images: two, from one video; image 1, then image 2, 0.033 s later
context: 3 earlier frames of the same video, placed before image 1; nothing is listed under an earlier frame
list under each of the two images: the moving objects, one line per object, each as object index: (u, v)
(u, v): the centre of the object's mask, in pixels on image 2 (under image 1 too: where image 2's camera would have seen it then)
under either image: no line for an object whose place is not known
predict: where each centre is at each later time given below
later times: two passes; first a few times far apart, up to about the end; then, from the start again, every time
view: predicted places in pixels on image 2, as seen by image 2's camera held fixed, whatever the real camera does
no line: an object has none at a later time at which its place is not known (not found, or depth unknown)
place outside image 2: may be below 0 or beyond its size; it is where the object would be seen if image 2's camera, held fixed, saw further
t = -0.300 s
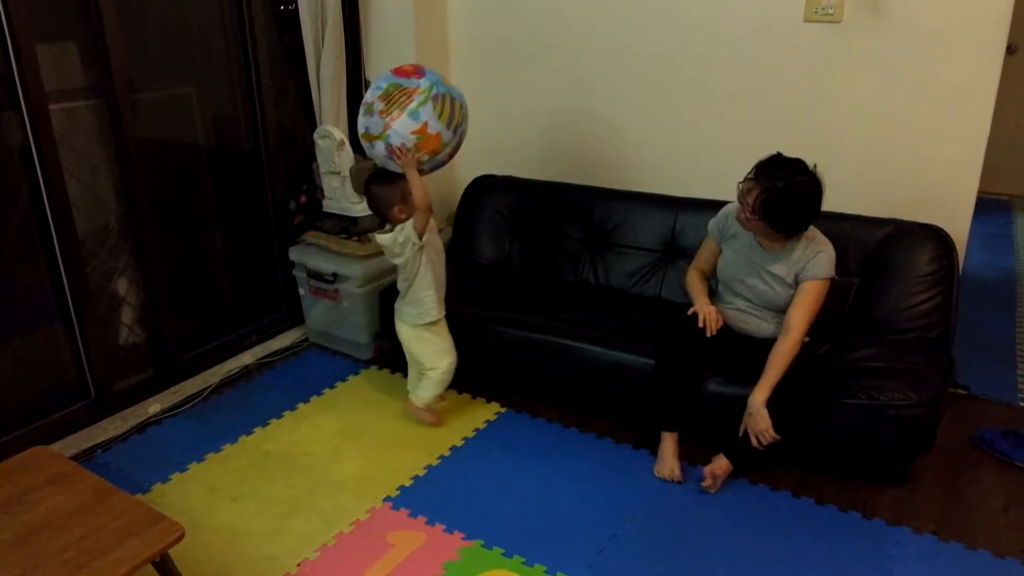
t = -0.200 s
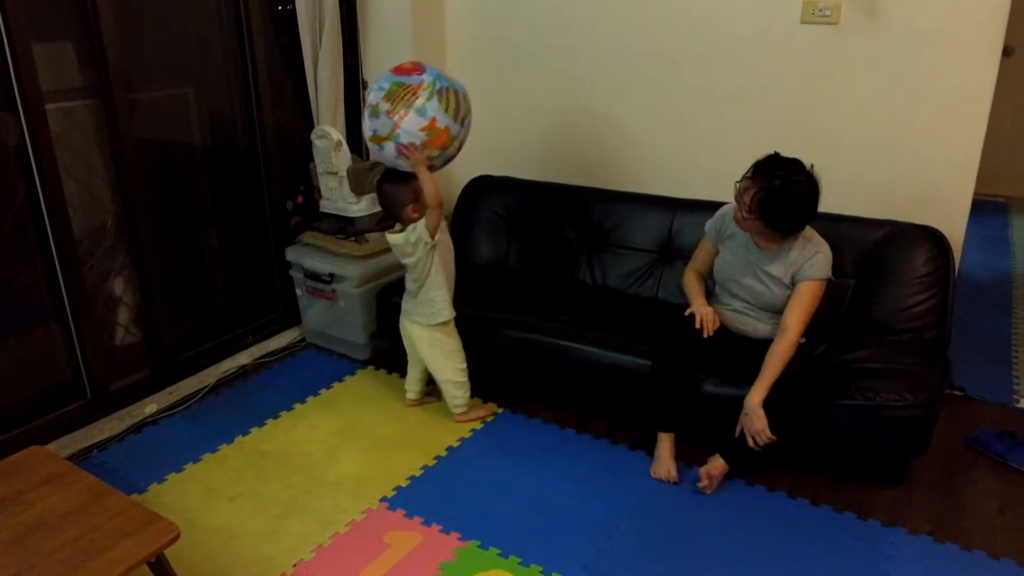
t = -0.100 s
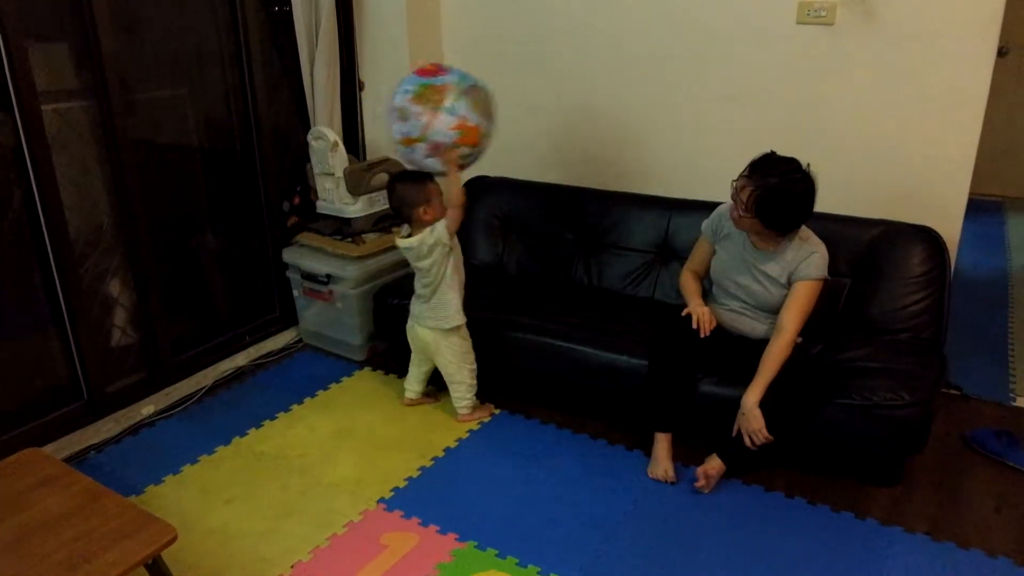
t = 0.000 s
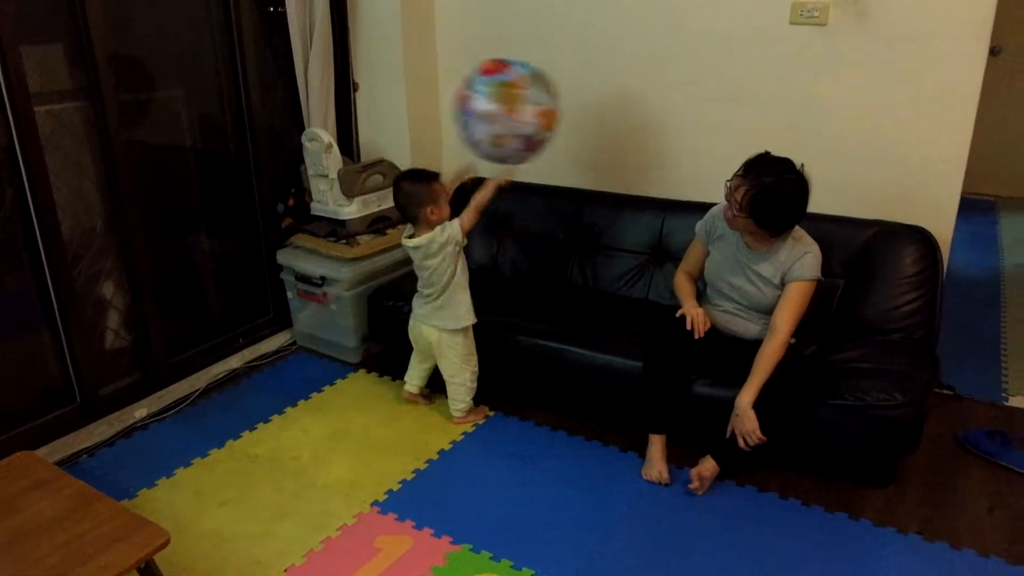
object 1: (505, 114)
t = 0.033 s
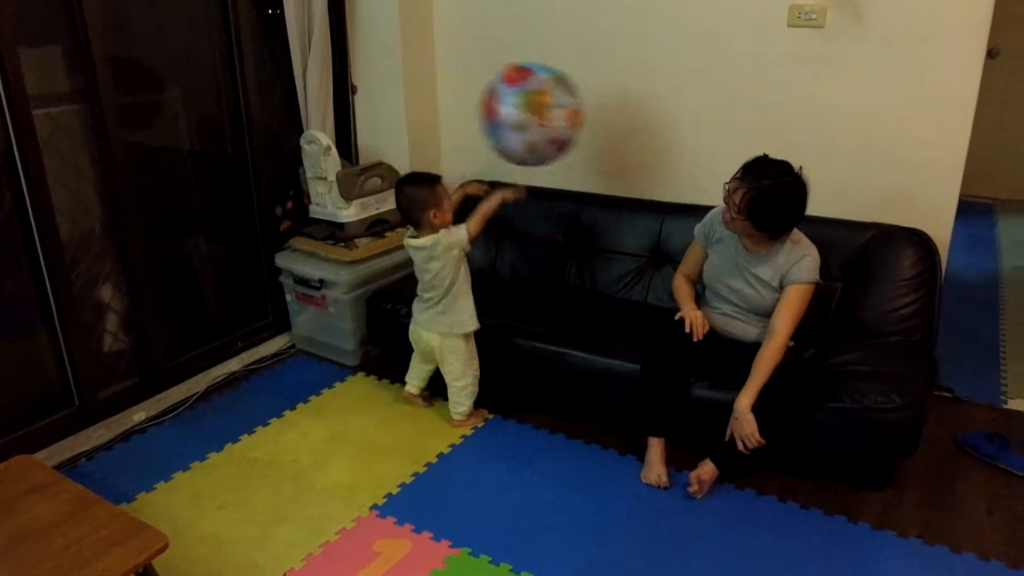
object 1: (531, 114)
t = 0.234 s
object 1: (634, 158)
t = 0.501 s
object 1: (625, 238)
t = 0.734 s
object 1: (550, 352)
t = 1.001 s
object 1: (446, 438)
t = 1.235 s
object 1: (365, 498)
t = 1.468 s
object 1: (283, 541)
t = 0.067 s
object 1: (555, 116)
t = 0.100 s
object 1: (577, 121)
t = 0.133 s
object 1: (599, 127)
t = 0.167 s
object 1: (617, 136)
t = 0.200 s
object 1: (634, 146)
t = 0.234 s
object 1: (634, 158)
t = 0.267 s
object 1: (634, 165)
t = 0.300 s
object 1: (634, 168)
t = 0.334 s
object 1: (632, 173)
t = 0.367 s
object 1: (632, 180)
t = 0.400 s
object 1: (630, 192)
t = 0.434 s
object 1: (628, 205)
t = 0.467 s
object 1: (627, 219)
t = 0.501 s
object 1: (625, 238)
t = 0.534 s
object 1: (623, 256)
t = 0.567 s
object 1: (621, 281)
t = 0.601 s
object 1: (615, 302)
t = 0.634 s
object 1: (600, 313)
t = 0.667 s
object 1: (582, 324)
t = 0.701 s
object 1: (566, 337)
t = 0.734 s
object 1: (550, 352)
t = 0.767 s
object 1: (534, 369)
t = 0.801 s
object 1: (518, 388)
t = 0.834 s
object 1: (501, 409)
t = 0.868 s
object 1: (489, 423)
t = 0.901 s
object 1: (478, 424)
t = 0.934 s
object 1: (467, 426)
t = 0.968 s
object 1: (456, 431)
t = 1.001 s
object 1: (446, 438)
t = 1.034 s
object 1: (434, 450)
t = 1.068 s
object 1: (423, 462)
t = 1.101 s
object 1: (413, 476)
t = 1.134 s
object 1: (401, 483)
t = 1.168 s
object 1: (389, 487)
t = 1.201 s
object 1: (377, 490)
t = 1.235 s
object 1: (365, 498)
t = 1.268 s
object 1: (354, 506)
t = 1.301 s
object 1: (342, 515)
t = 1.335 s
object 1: (332, 521)
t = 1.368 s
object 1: (319, 526)
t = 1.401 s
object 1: (307, 530)
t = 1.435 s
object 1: (296, 536)
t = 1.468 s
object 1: (283, 541)
